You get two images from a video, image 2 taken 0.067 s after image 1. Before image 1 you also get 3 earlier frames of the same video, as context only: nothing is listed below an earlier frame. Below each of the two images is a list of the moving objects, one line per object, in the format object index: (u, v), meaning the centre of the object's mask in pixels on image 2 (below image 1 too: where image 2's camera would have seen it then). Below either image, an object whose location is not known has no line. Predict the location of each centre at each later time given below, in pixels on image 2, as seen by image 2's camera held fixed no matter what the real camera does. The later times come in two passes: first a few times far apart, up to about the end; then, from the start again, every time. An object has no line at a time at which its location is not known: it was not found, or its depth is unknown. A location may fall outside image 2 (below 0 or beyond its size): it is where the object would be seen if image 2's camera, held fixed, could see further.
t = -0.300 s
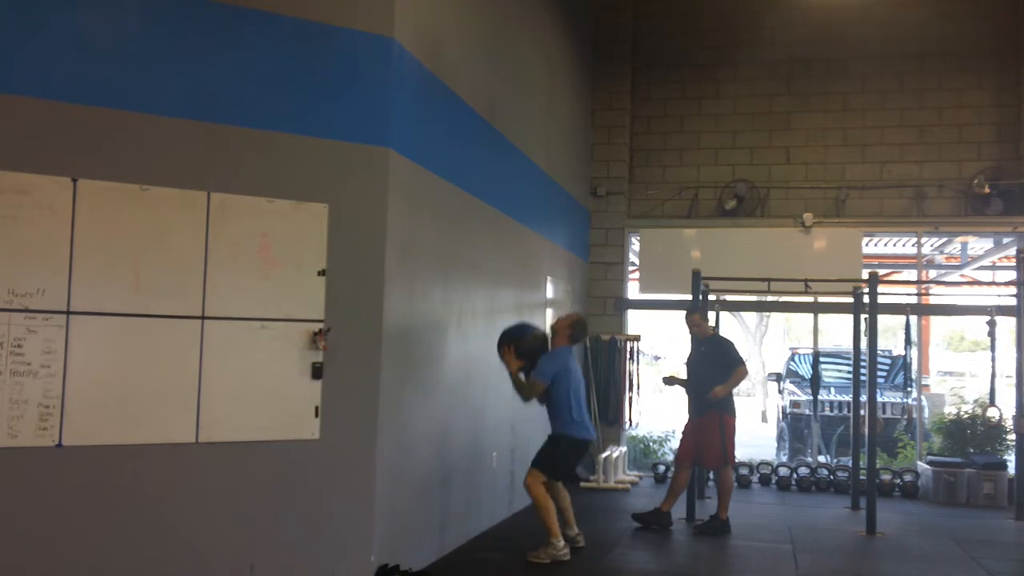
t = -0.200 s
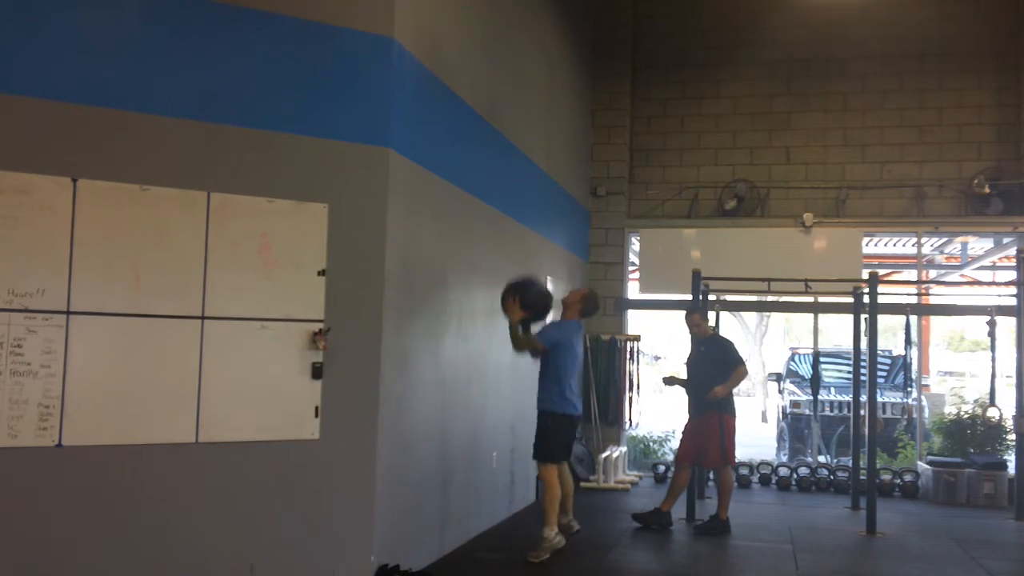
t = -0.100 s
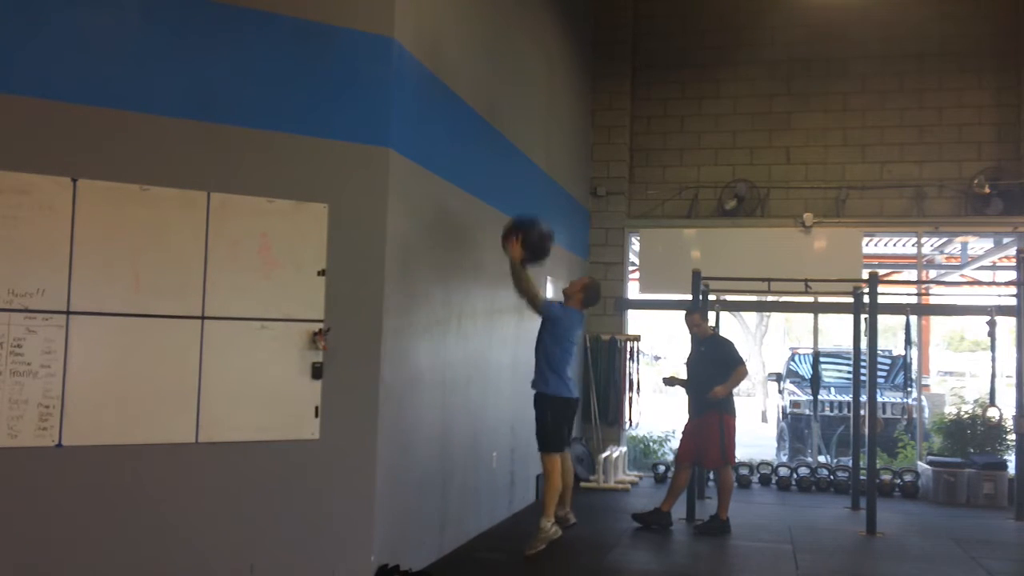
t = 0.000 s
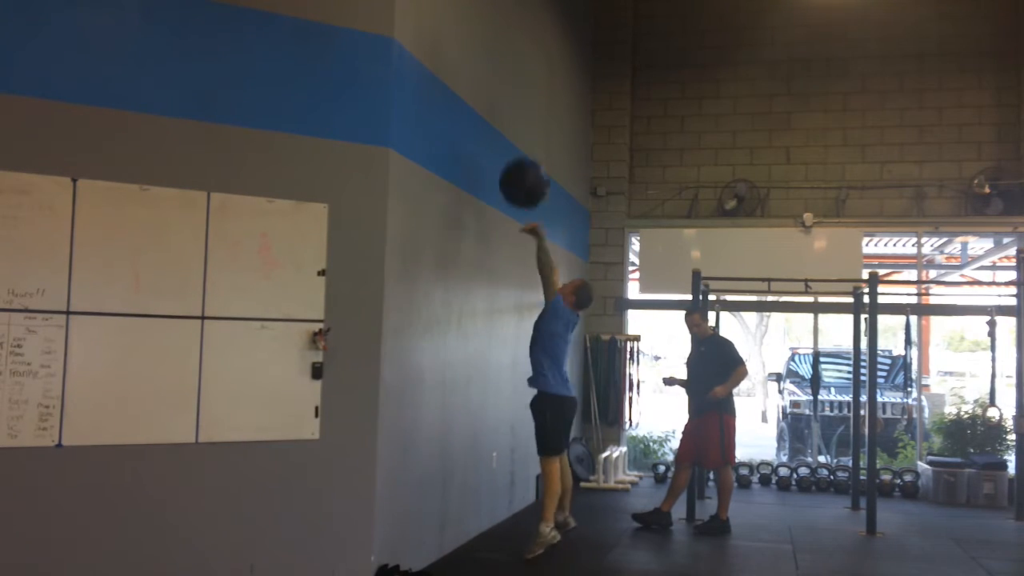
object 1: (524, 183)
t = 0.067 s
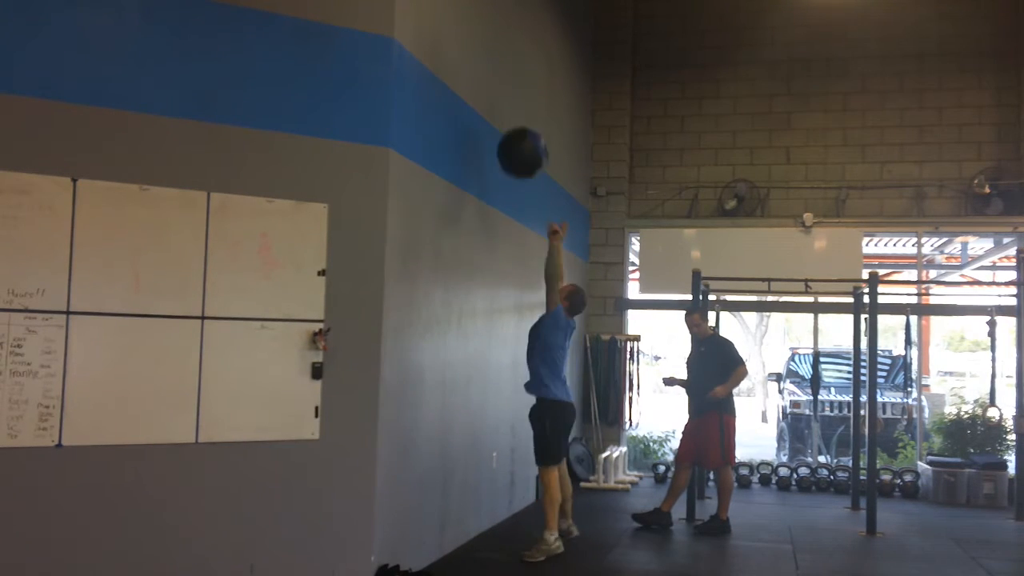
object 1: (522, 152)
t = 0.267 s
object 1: (514, 97)
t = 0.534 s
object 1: (501, 107)
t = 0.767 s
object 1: (500, 192)
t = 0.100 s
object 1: (521, 139)
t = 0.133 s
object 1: (519, 128)
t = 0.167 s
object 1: (518, 118)
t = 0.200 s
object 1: (517, 109)
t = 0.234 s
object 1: (515, 103)
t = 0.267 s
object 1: (514, 97)
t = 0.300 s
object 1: (513, 93)
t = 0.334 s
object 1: (511, 90)
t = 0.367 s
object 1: (510, 89)
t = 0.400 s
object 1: (508, 90)
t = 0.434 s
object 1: (506, 92)
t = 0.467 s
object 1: (505, 95)
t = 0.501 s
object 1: (503, 100)
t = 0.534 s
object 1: (501, 107)
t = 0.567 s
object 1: (499, 115)
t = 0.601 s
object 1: (497, 125)
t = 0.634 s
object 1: (497, 136)
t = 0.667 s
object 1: (497, 147)
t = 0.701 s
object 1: (498, 161)
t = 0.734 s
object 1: (499, 176)
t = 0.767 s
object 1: (500, 192)
